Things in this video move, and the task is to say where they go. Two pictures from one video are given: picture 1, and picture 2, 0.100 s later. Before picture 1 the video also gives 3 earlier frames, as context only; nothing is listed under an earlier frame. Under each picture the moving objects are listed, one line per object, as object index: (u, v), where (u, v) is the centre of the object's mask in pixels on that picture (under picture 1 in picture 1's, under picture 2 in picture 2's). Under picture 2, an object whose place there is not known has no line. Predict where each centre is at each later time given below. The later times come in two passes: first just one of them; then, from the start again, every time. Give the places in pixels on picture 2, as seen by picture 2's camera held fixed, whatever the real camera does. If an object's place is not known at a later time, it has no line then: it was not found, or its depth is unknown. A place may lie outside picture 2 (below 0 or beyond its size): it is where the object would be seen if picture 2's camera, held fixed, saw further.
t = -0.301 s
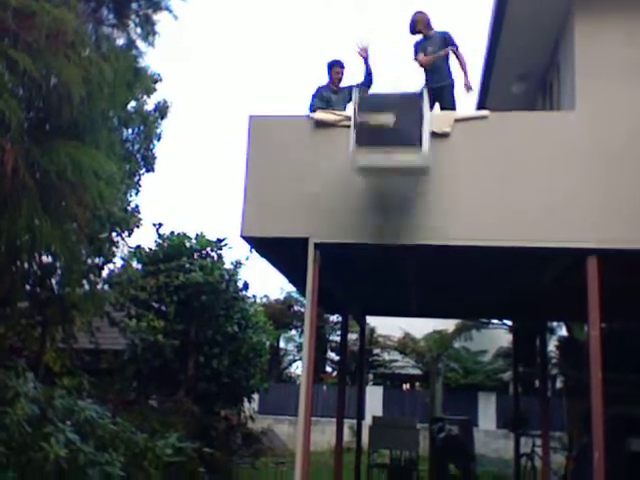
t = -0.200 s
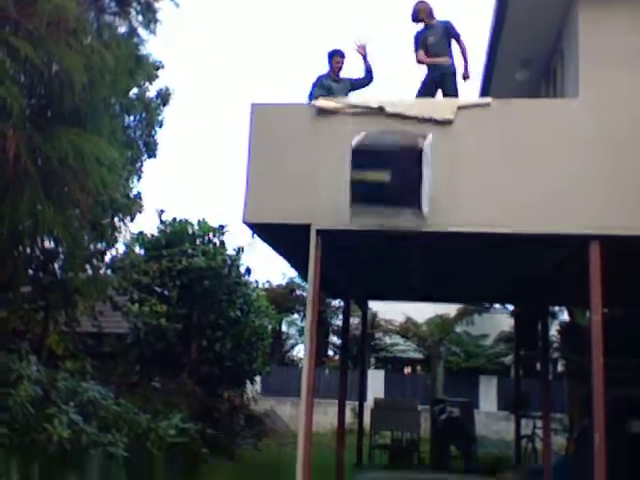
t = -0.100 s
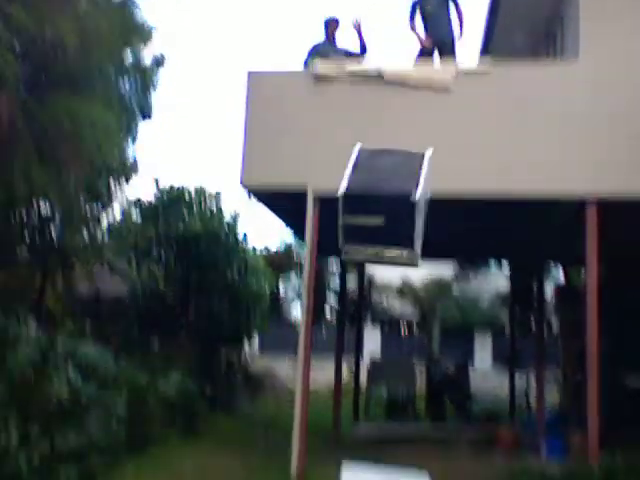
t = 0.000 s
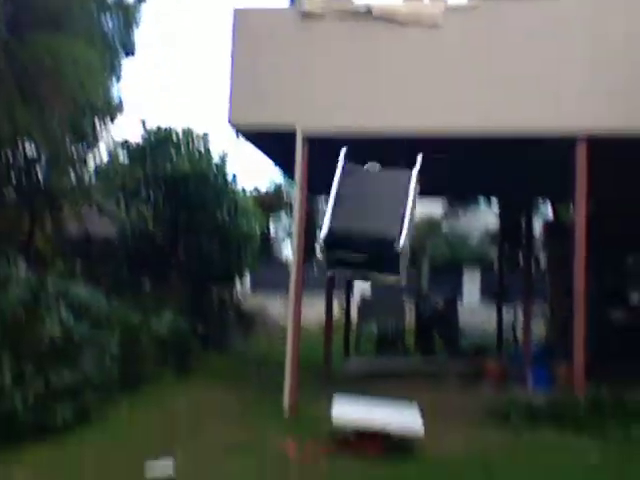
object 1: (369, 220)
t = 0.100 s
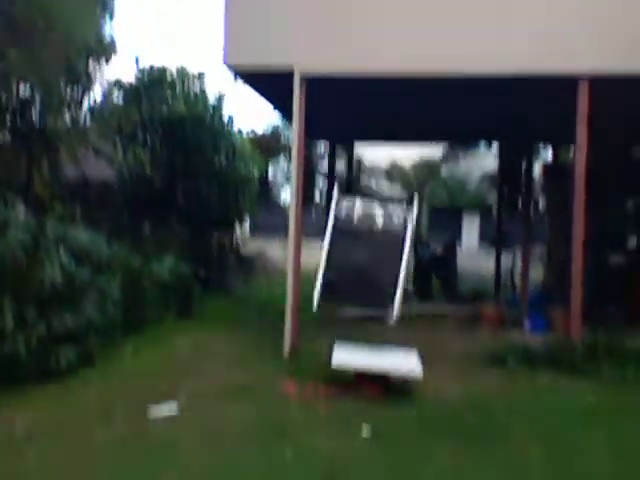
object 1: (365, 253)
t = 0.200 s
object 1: (363, 334)
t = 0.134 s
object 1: (364, 292)
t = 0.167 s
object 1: (363, 321)
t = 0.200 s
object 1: (363, 334)
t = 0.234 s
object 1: (360, 330)
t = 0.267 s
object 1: (359, 330)
